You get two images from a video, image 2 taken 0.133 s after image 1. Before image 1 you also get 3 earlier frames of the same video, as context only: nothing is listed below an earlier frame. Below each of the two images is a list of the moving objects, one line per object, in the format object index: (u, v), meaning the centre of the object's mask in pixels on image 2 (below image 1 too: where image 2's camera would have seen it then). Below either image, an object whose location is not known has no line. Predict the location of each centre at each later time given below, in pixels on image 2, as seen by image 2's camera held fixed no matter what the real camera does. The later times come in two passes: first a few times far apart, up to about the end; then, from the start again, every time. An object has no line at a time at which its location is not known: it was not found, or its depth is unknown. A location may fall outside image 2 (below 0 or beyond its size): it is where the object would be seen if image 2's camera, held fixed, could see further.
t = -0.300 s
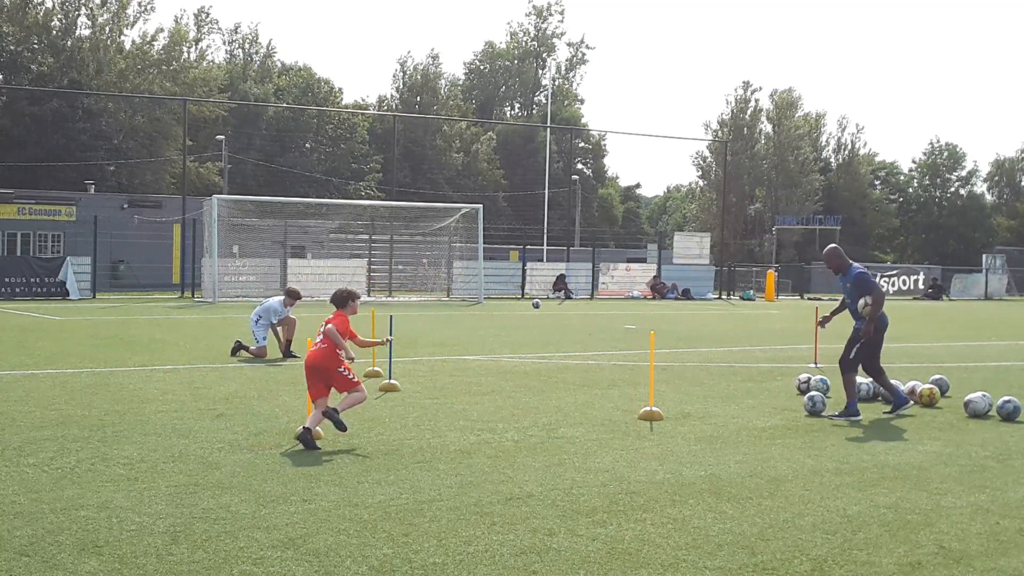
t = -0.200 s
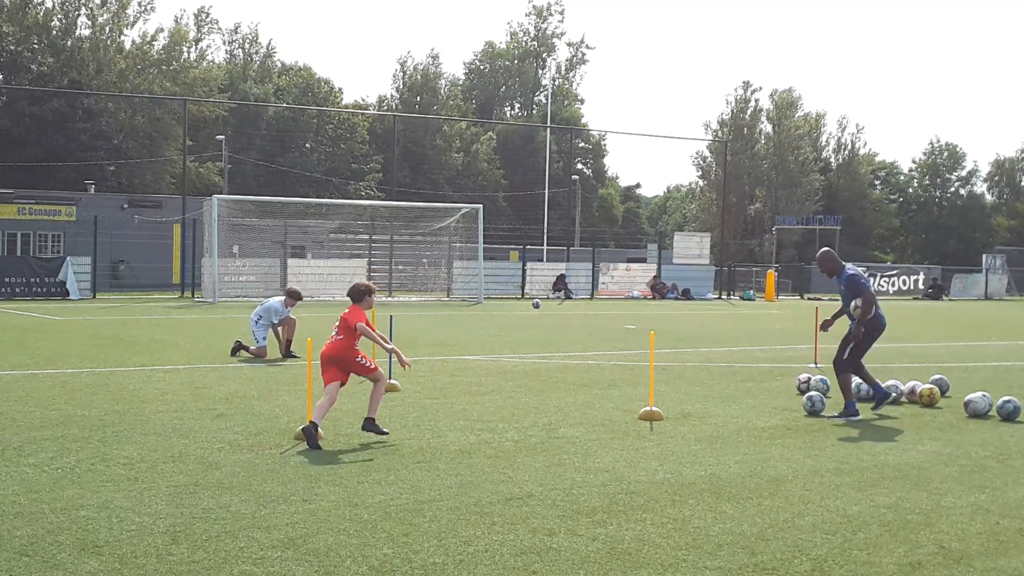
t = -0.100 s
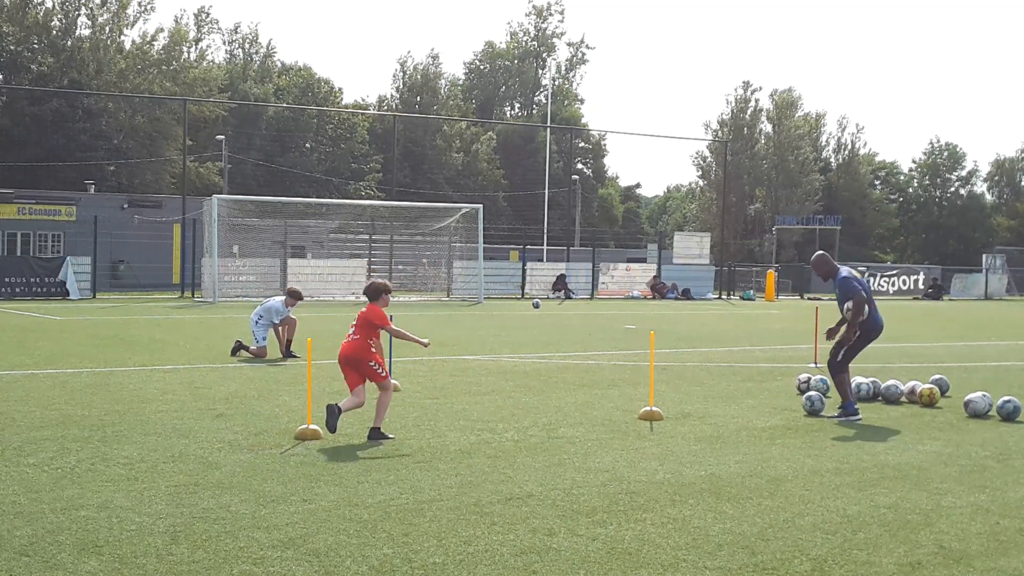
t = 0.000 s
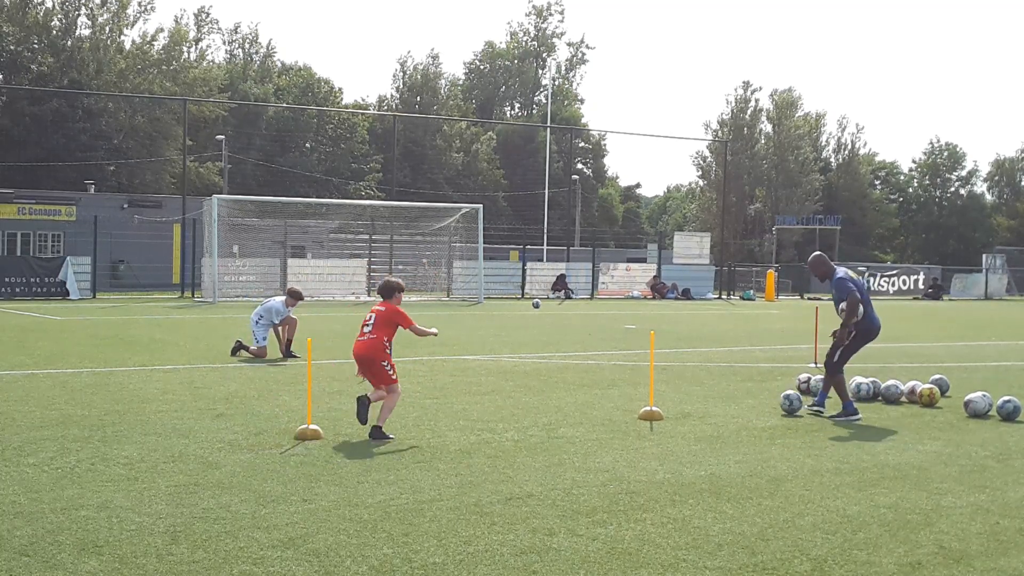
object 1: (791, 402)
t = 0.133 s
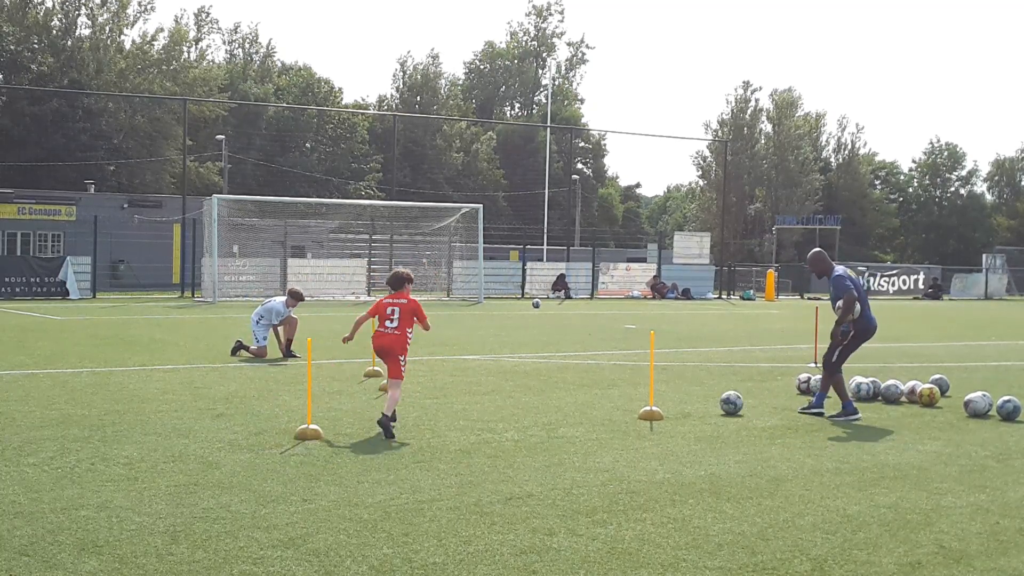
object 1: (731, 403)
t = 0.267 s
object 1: (684, 402)
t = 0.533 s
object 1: (608, 402)
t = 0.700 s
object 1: (563, 402)
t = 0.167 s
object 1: (718, 403)
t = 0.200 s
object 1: (706, 402)
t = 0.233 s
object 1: (694, 403)
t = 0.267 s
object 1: (684, 402)
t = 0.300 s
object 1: (673, 402)
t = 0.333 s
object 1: (664, 401)
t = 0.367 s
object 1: (655, 400)
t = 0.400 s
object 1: (641, 400)
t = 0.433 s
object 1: (635, 402)
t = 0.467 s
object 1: (626, 402)
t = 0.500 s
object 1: (617, 402)
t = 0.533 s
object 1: (608, 402)
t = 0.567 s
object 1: (599, 402)
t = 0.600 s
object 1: (590, 402)
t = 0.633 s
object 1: (581, 402)
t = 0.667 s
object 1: (572, 402)
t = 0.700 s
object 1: (563, 402)
